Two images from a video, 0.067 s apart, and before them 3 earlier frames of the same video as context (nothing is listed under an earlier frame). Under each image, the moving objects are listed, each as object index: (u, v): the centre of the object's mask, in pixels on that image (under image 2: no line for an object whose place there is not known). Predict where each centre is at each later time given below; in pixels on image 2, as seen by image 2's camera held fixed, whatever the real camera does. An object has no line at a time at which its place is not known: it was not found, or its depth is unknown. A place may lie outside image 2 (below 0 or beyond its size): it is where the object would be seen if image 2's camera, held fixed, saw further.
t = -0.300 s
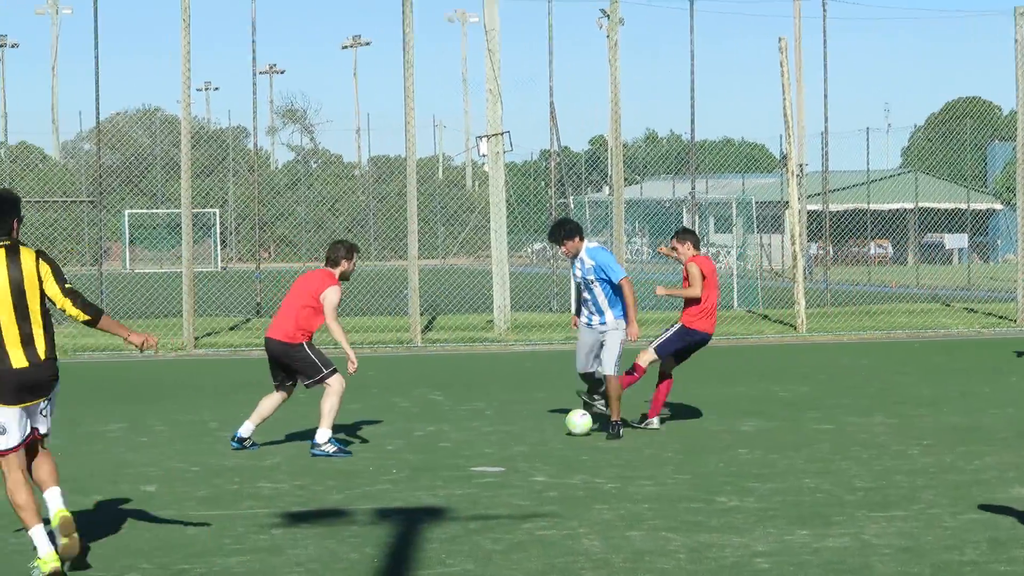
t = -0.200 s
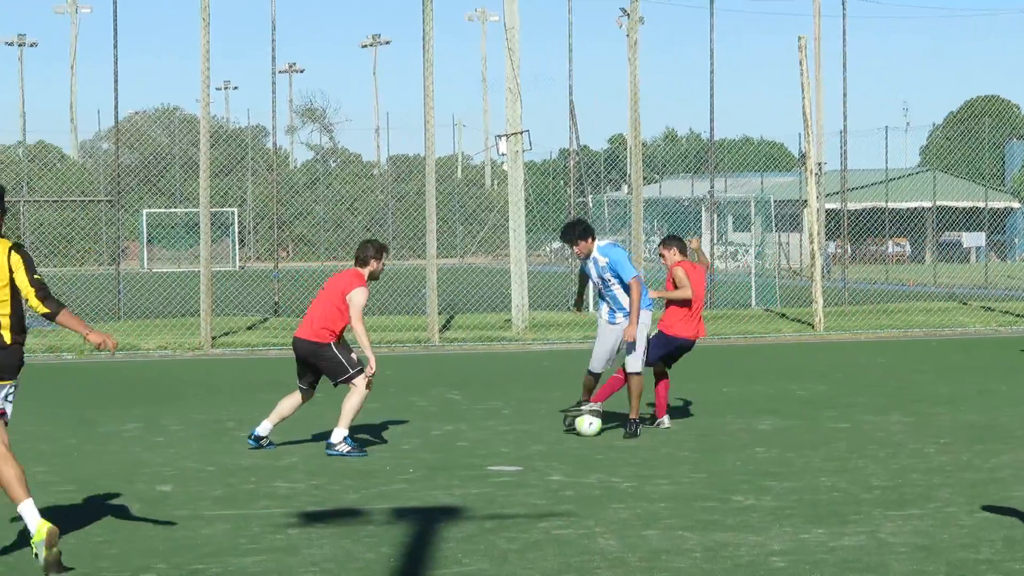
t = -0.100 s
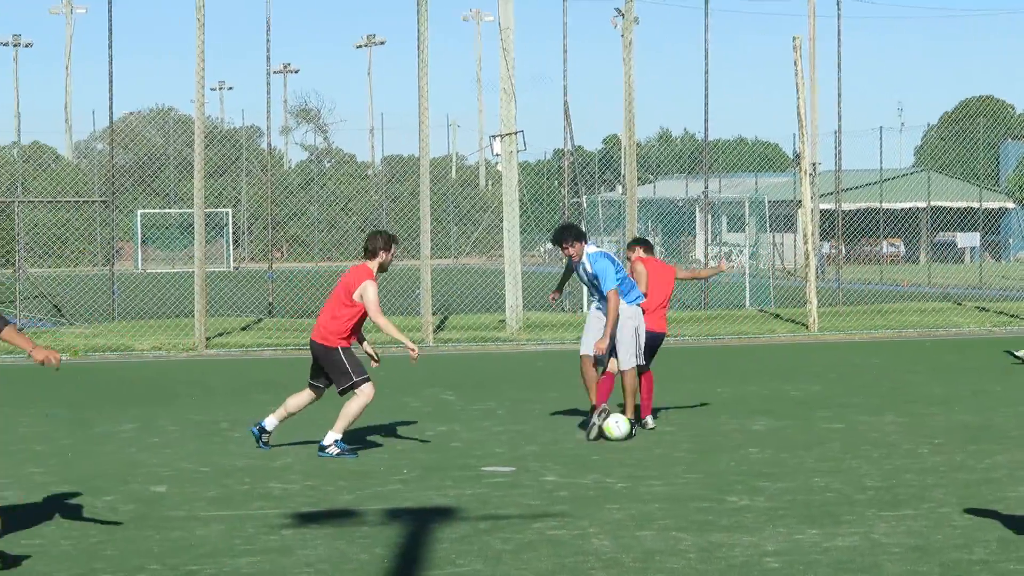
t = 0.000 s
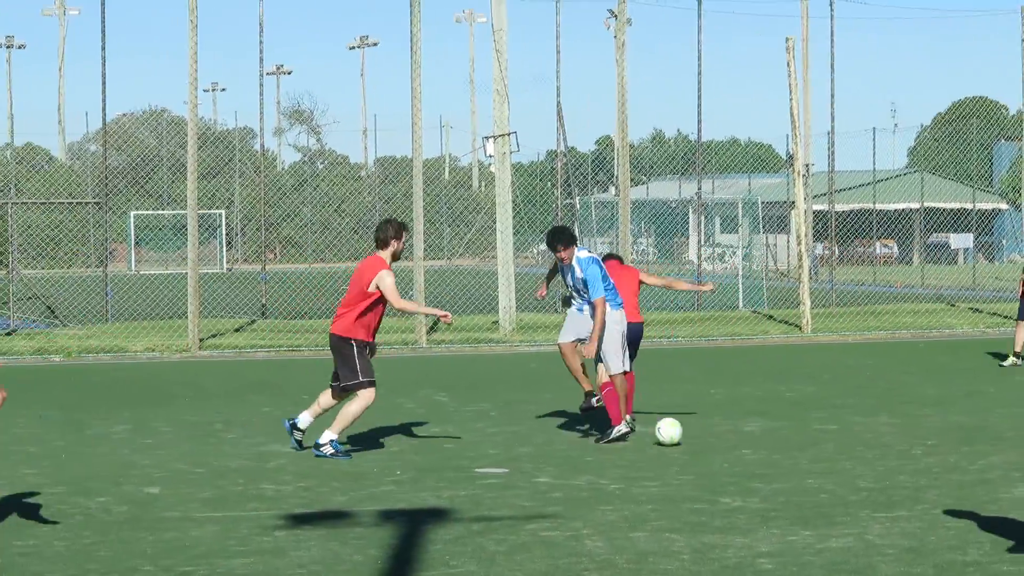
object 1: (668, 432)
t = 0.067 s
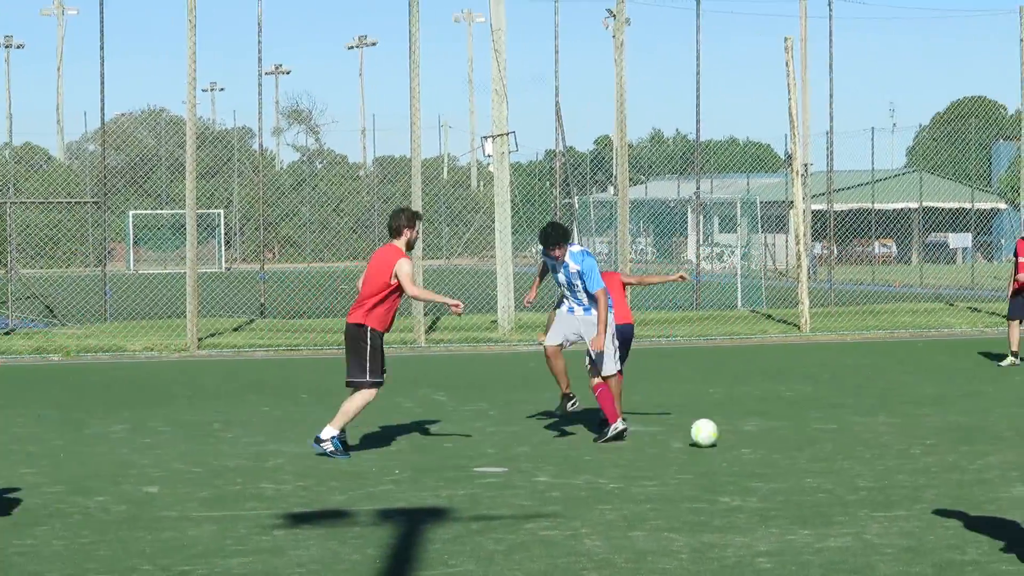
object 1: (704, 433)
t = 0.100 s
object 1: (723, 434)
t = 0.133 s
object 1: (739, 434)
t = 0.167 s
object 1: (756, 436)
